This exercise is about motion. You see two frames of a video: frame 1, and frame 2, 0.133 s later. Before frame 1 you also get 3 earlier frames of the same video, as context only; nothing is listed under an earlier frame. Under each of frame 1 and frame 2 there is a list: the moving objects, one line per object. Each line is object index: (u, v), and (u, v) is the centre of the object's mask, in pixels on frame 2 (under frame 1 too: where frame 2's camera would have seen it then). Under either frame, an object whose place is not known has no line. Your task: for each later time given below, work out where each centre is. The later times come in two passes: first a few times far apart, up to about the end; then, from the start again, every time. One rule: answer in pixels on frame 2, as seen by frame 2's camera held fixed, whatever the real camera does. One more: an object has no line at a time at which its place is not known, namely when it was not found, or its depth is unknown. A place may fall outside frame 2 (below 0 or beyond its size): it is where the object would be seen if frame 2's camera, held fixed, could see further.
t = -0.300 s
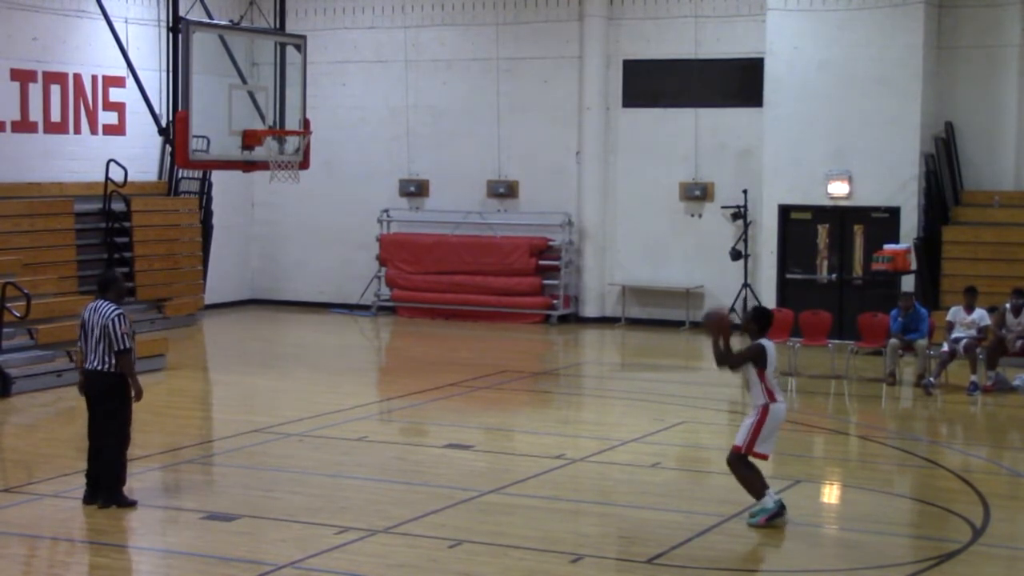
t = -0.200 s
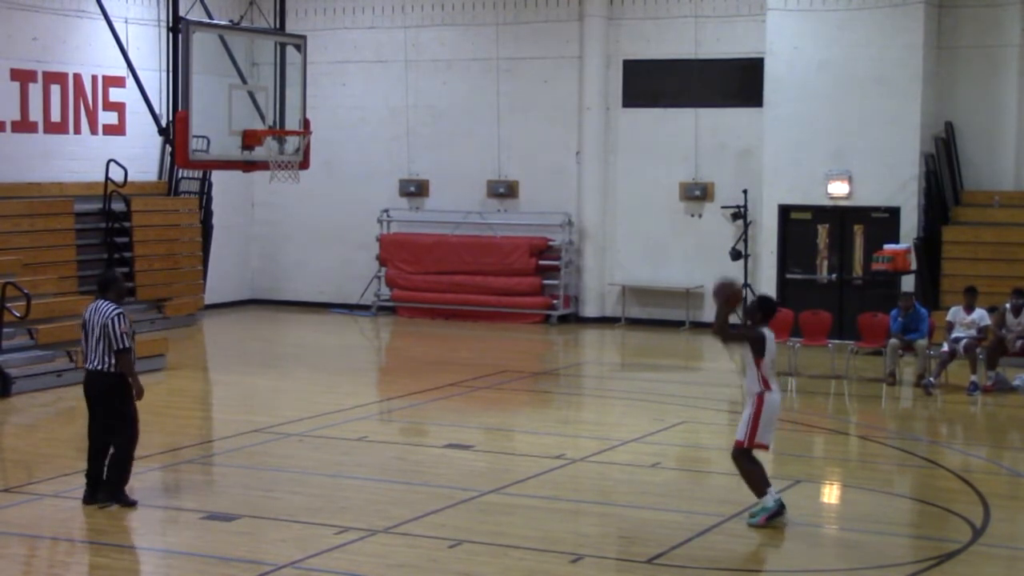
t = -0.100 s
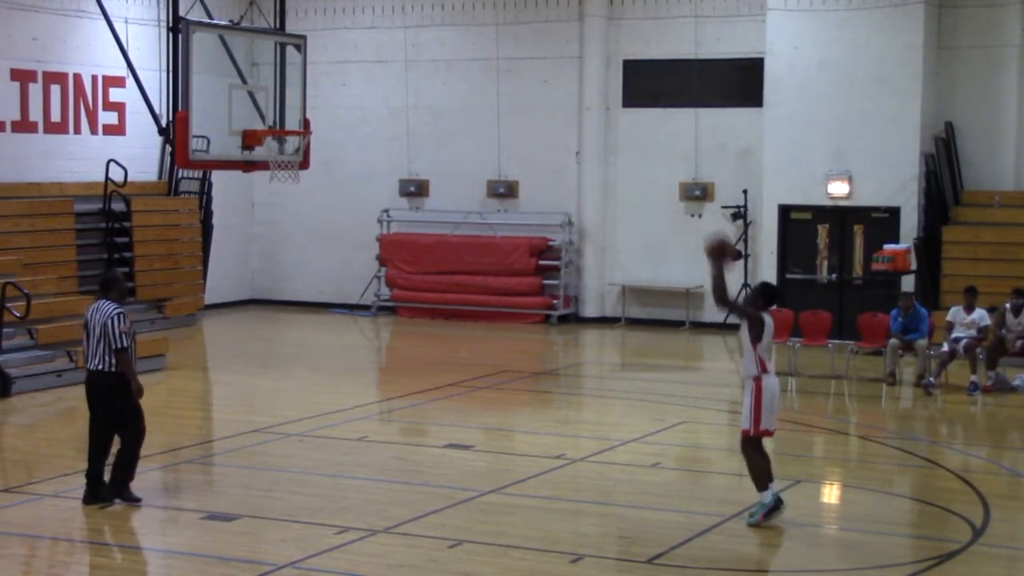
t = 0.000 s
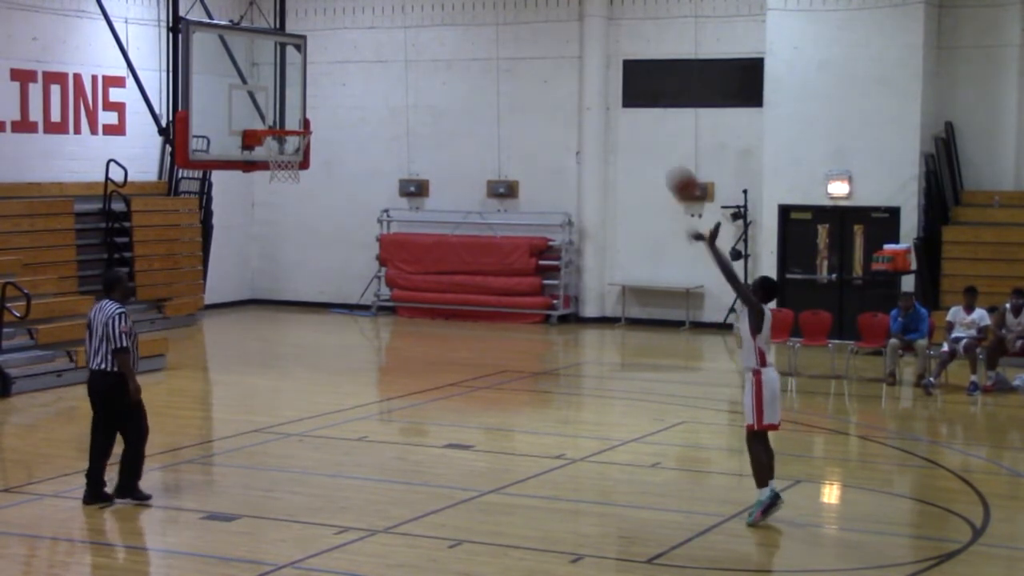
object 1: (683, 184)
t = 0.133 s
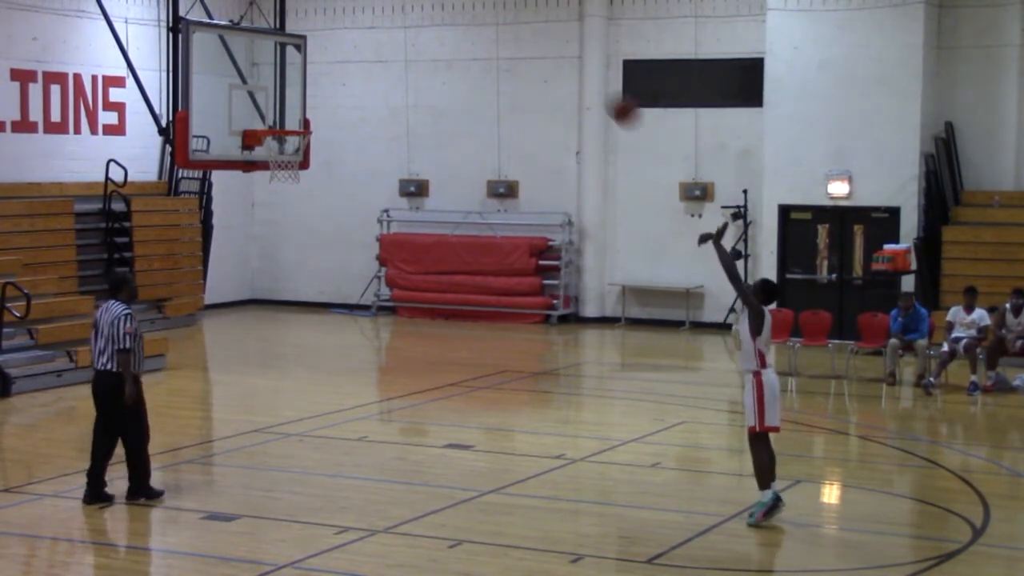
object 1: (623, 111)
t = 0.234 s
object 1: (579, 69)
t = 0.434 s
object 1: (494, 24)
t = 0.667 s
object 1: (401, 30)
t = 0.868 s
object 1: (325, 84)
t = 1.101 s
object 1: (259, 168)
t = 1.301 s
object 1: (264, 250)
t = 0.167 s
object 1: (607, 94)
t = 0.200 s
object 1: (593, 81)
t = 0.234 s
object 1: (579, 69)
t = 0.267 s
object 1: (565, 58)
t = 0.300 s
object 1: (550, 48)
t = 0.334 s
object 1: (536, 39)
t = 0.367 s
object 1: (522, 33)
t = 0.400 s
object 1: (508, 28)
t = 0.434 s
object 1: (494, 24)
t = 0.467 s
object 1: (480, 20)
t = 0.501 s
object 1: (467, 19)
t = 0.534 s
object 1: (453, 18)
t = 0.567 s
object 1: (440, 19)
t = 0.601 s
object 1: (427, 22)
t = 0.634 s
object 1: (414, 26)
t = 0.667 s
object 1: (401, 30)
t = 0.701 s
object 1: (387, 36)
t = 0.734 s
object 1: (374, 44)
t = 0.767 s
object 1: (363, 51)
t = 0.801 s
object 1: (350, 61)
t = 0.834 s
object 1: (338, 71)
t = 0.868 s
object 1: (325, 84)
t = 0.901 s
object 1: (314, 97)
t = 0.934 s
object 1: (302, 111)
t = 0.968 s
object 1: (290, 122)
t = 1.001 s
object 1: (279, 144)
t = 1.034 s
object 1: (267, 157)
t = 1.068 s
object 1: (263, 161)
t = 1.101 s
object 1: (259, 168)
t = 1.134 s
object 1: (259, 178)
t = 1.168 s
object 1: (260, 190)
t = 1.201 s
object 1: (261, 204)
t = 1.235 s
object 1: (262, 217)
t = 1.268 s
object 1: (263, 233)
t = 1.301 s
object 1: (264, 250)
